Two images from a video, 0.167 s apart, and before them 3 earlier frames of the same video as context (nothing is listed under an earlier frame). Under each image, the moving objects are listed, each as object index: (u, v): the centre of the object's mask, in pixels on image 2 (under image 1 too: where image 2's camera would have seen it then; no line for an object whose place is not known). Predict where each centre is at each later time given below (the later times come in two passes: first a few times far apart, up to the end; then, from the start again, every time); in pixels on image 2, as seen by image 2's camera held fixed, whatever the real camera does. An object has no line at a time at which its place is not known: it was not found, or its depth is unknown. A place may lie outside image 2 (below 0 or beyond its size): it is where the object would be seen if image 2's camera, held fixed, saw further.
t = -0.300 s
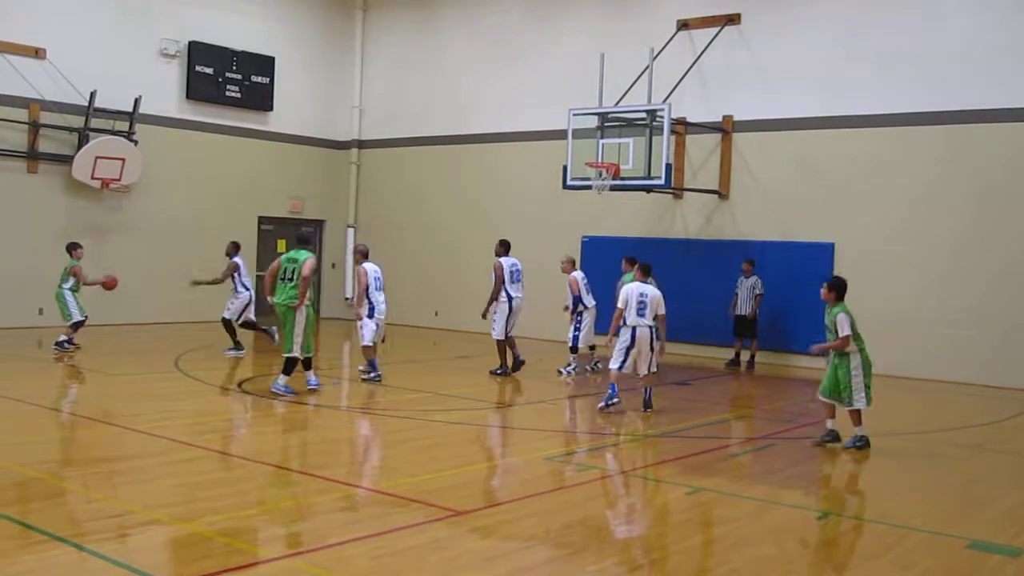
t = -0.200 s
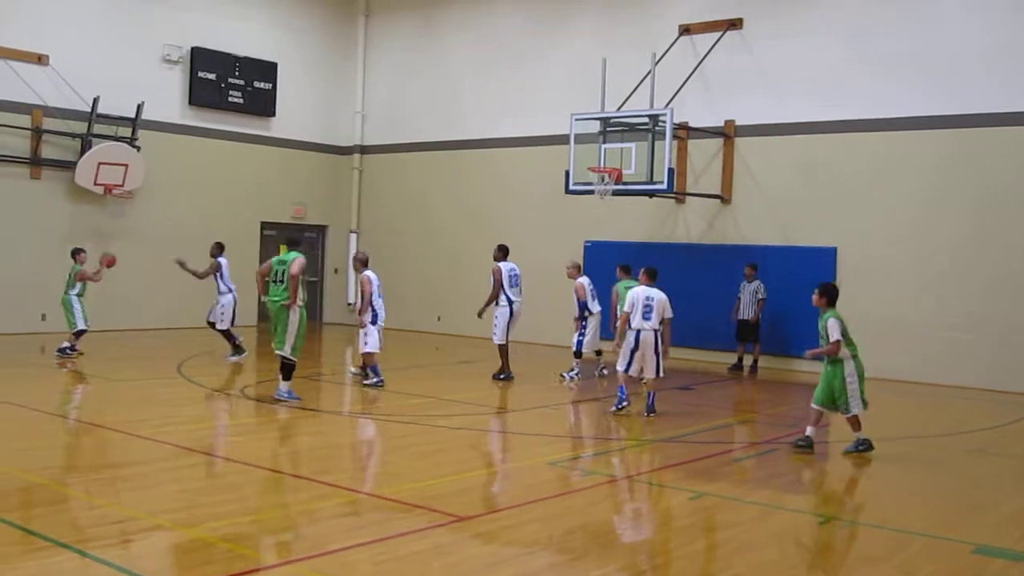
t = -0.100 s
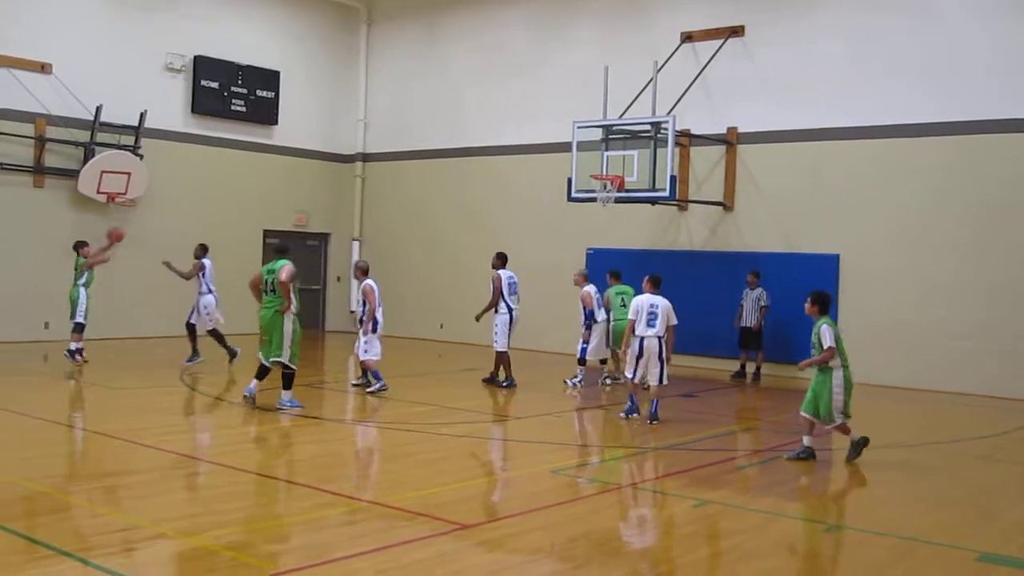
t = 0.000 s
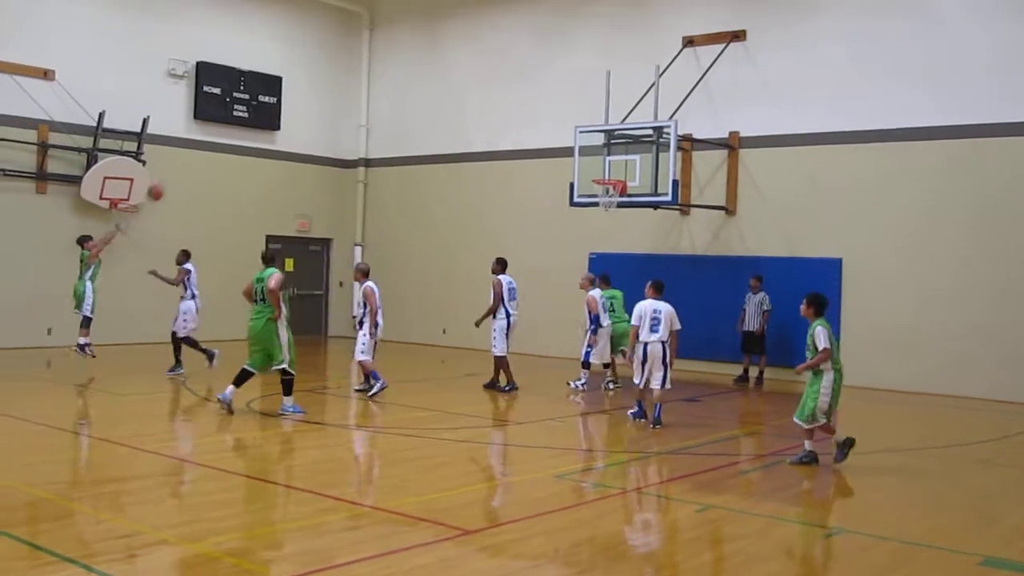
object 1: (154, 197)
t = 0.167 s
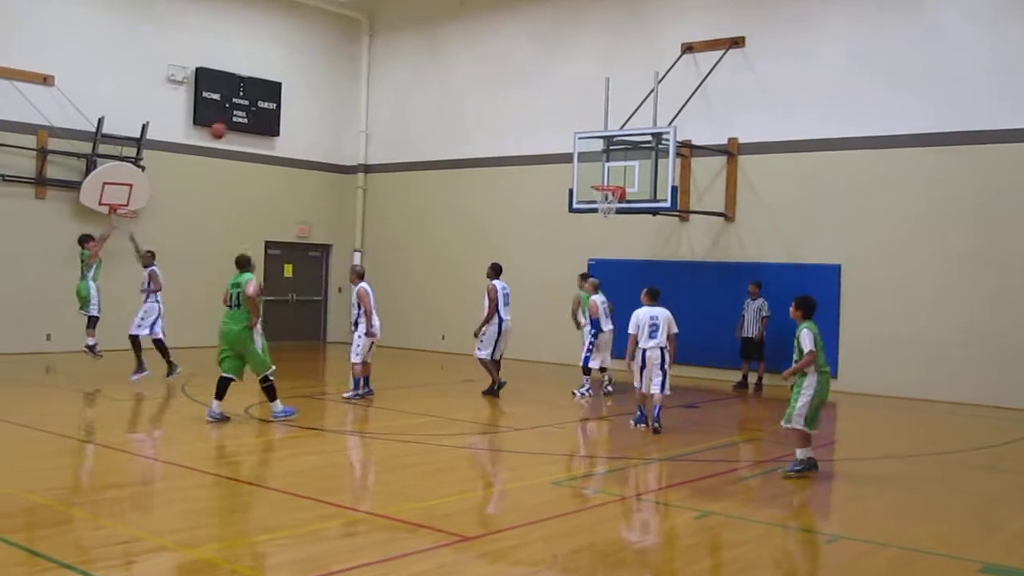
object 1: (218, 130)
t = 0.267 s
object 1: (255, 100)
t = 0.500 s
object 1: (339, 57)
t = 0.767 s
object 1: (431, 52)
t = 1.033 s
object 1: (518, 93)
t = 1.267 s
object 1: (592, 165)
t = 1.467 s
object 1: (623, 172)
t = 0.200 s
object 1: (229, 120)
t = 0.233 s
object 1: (243, 109)
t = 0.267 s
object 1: (255, 100)
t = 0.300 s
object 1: (267, 91)
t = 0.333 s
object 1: (278, 85)
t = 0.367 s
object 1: (291, 77)
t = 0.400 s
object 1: (304, 71)
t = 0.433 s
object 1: (315, 65)
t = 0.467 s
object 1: (327, 61)
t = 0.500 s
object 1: (339, 57)
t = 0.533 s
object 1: (350, 53)
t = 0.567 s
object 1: (363, 51)
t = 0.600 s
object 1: (375, 49)
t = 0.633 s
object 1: (386, 49)
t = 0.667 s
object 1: (397, 48)
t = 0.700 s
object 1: (409, 49)
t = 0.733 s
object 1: (420, 50)
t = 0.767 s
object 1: (431, 52)
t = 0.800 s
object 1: (442, 54)
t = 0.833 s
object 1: (453, 58)
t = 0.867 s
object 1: (464, 61)
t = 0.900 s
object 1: (475, 66)
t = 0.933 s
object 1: (486, 72)
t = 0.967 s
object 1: (497, 78)
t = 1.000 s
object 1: (507, 85)
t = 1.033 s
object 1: (518, 93)
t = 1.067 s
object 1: (529, 101)
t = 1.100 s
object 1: (540, 110)
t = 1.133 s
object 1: (550, 120)
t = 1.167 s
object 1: (561, 130)
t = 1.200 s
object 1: (572, 141)
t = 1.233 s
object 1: (582, 152)
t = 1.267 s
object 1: (592, 165)
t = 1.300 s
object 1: (602, 178)
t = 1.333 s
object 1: (608, 178)
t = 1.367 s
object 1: (613, 176)
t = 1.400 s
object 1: (618, 175)
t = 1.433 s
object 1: (623, 174)
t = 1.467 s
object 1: (623, 172)
